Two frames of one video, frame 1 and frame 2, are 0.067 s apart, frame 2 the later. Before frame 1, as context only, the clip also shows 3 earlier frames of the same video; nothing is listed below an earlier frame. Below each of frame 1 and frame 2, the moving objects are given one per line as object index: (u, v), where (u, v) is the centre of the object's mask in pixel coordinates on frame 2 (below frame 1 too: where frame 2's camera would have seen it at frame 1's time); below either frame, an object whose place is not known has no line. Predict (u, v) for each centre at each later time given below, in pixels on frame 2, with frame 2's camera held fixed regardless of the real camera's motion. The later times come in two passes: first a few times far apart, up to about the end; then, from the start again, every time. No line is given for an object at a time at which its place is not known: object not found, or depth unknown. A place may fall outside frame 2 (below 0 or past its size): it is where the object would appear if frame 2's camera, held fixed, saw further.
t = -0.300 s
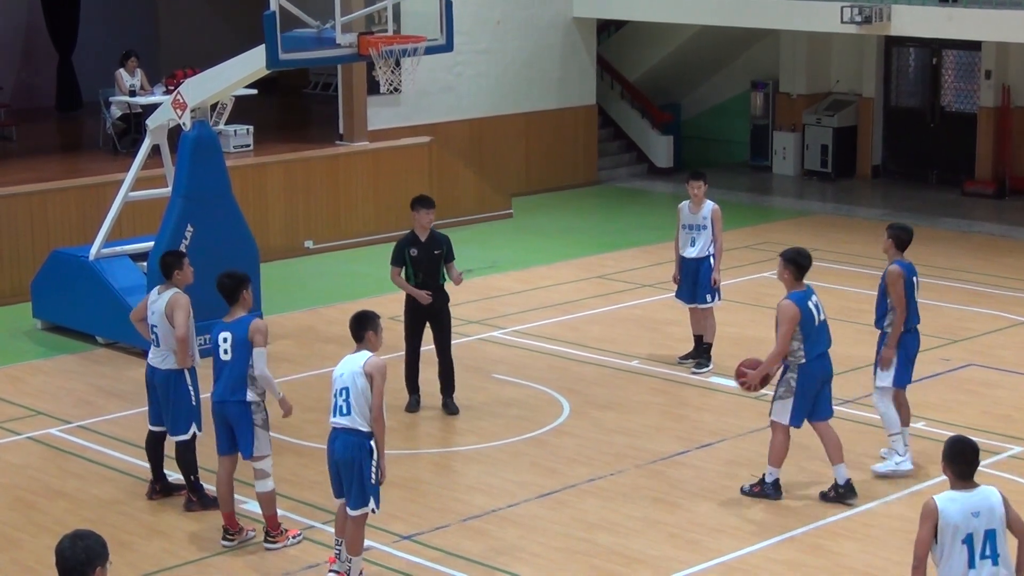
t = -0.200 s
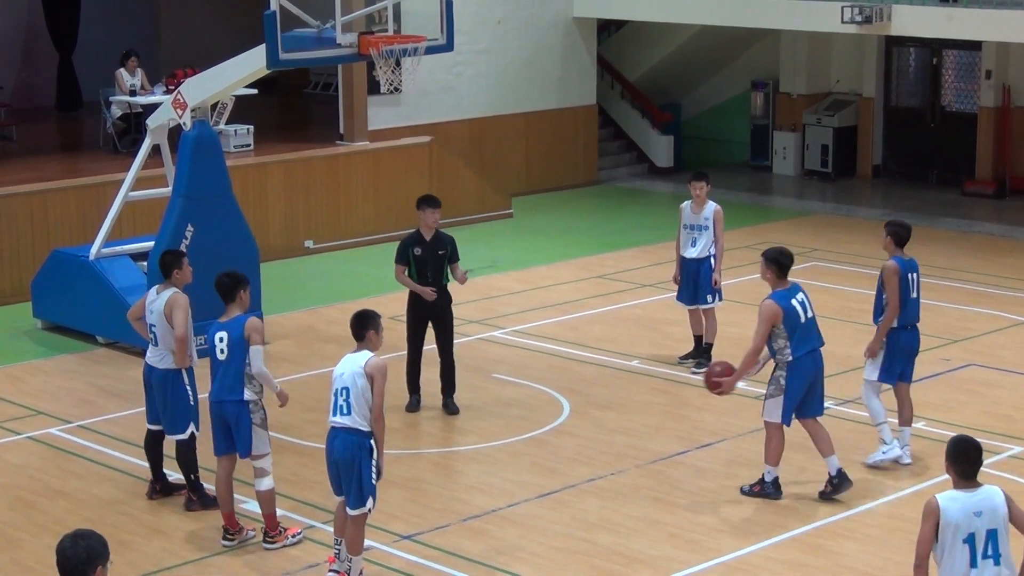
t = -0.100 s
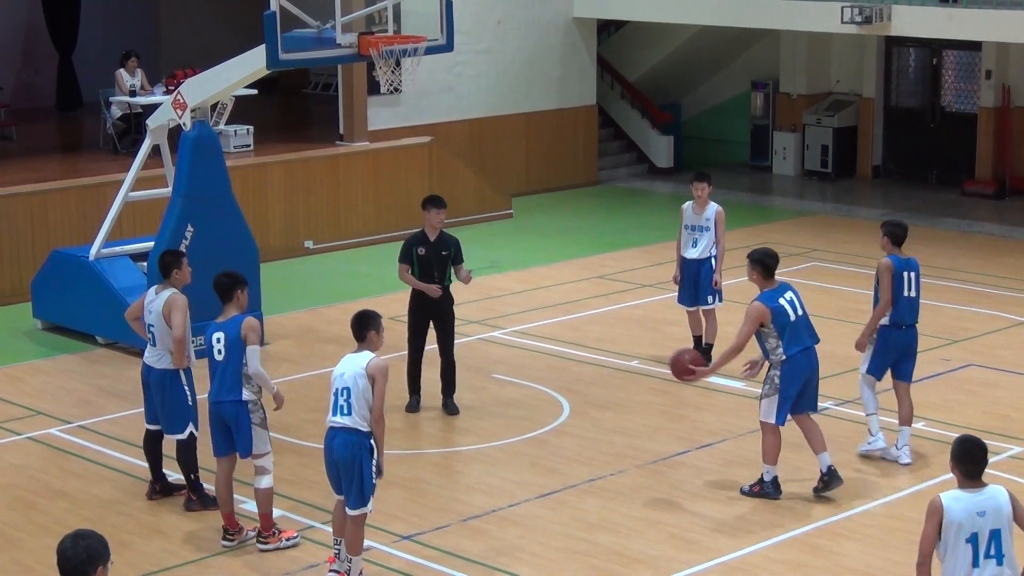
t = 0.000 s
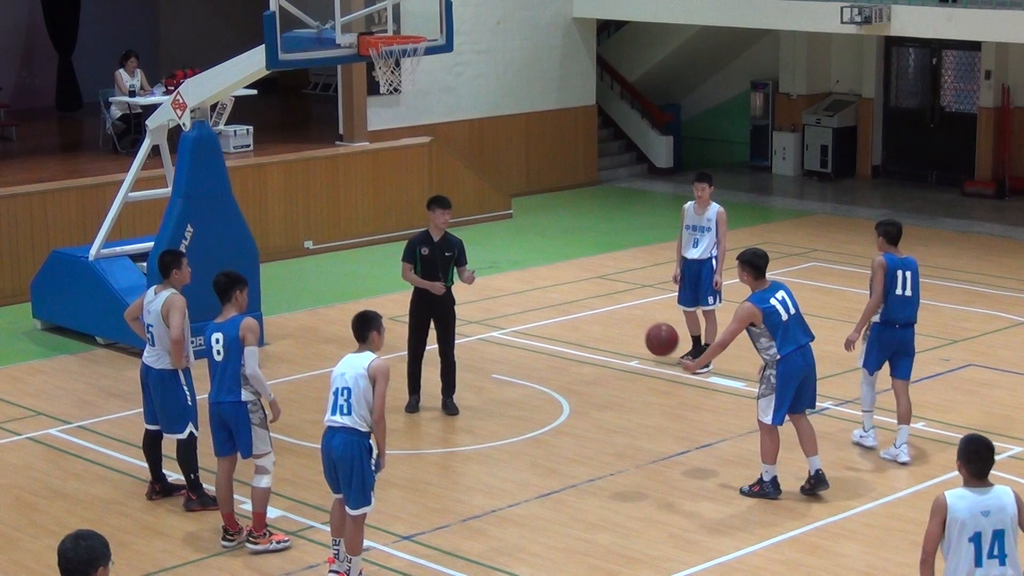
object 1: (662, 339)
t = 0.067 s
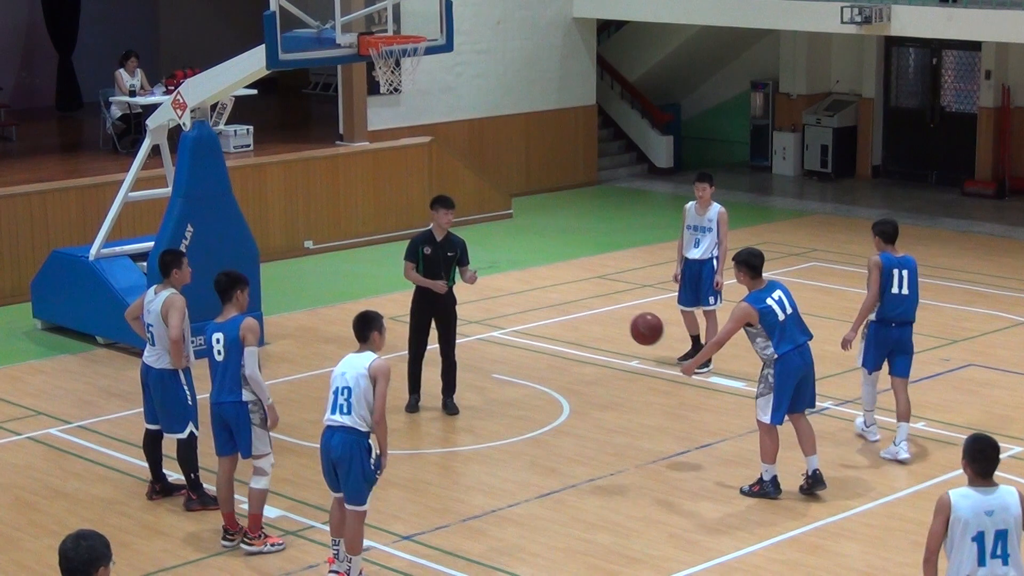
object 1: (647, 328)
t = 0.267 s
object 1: (602, 332)
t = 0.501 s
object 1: (555, 398)
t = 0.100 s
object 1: (639, 325)
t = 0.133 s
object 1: (631, 324)
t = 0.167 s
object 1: (624, 324)
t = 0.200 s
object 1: (617, 325)
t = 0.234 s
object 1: (610, 328)
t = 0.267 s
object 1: (602, 332)
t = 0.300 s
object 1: (595, 338)
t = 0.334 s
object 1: (589, 345)
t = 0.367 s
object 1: (582, 353)
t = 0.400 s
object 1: (575, 363)
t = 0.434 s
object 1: (568, 373)
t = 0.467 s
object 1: (562, 385)
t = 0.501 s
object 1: (555, 398)
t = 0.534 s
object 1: (549, 412)
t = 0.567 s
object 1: (543, 423)
